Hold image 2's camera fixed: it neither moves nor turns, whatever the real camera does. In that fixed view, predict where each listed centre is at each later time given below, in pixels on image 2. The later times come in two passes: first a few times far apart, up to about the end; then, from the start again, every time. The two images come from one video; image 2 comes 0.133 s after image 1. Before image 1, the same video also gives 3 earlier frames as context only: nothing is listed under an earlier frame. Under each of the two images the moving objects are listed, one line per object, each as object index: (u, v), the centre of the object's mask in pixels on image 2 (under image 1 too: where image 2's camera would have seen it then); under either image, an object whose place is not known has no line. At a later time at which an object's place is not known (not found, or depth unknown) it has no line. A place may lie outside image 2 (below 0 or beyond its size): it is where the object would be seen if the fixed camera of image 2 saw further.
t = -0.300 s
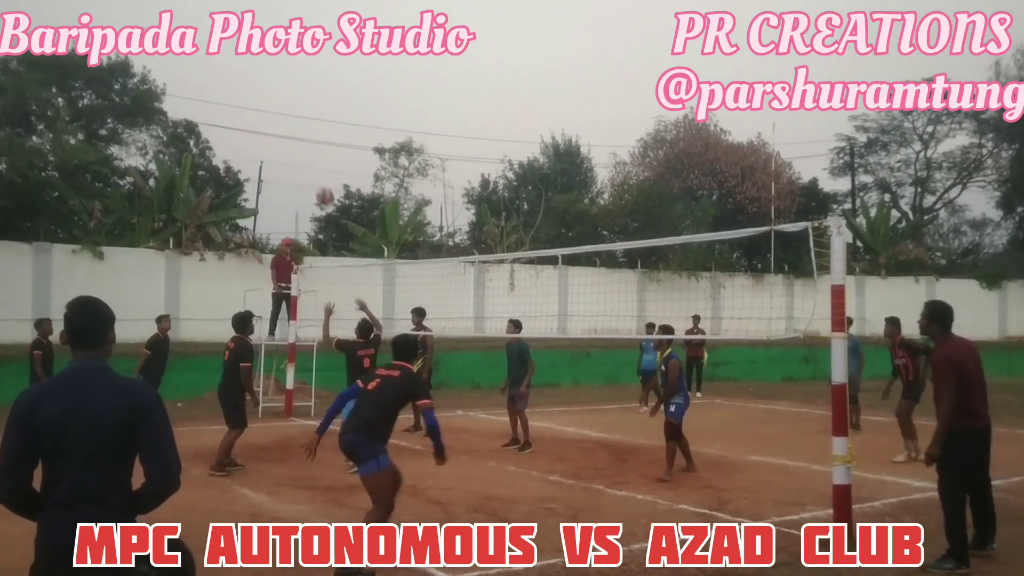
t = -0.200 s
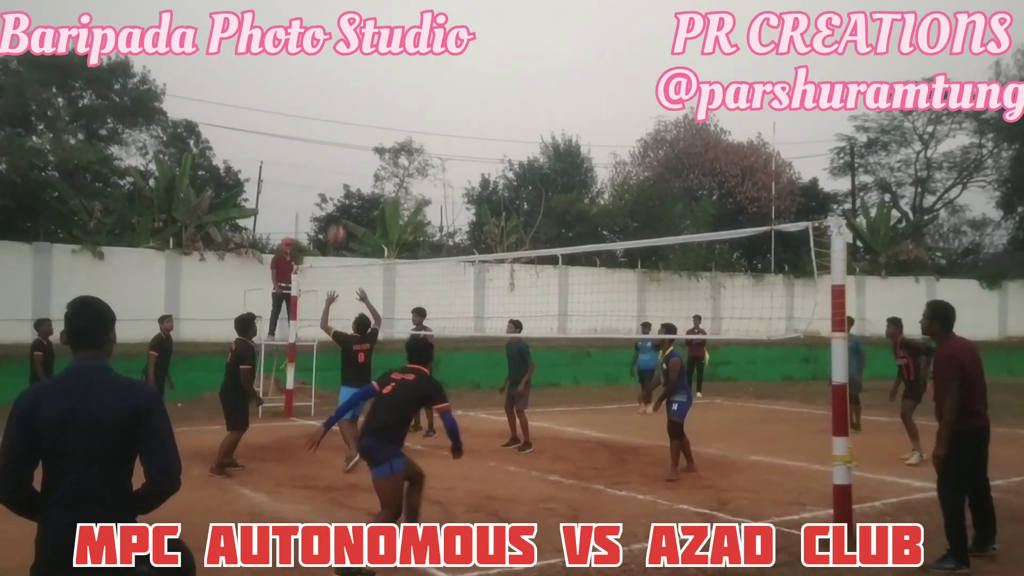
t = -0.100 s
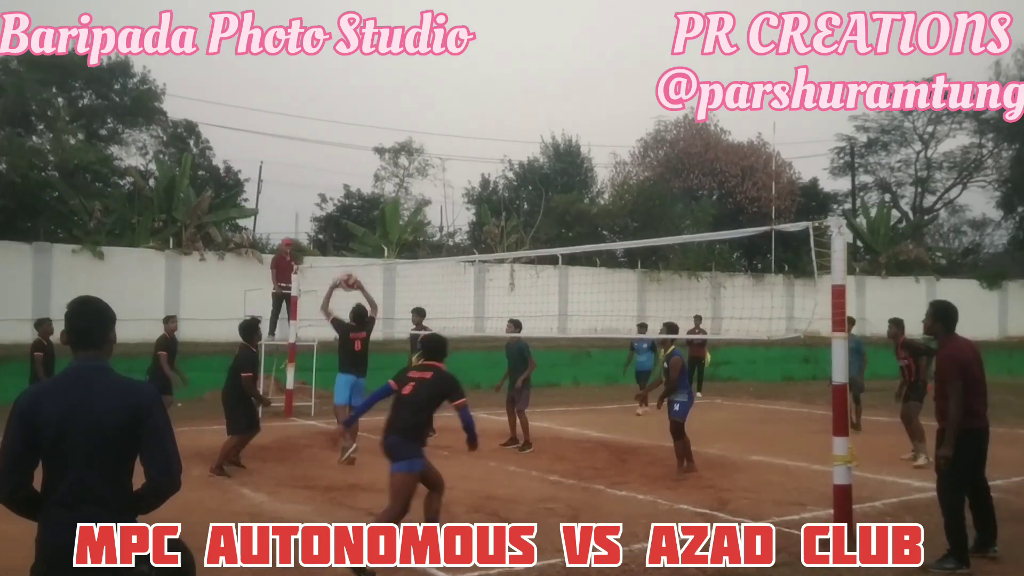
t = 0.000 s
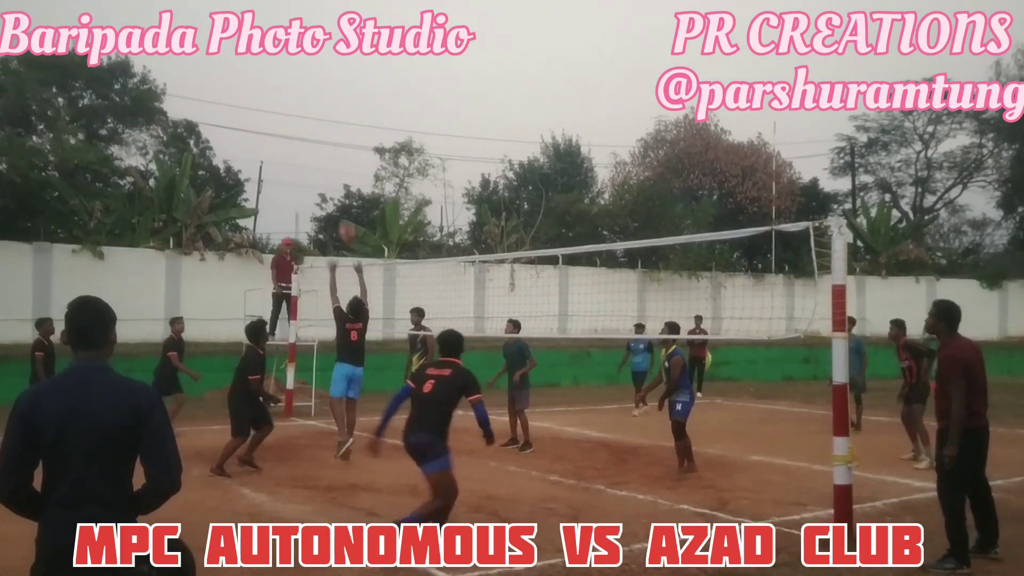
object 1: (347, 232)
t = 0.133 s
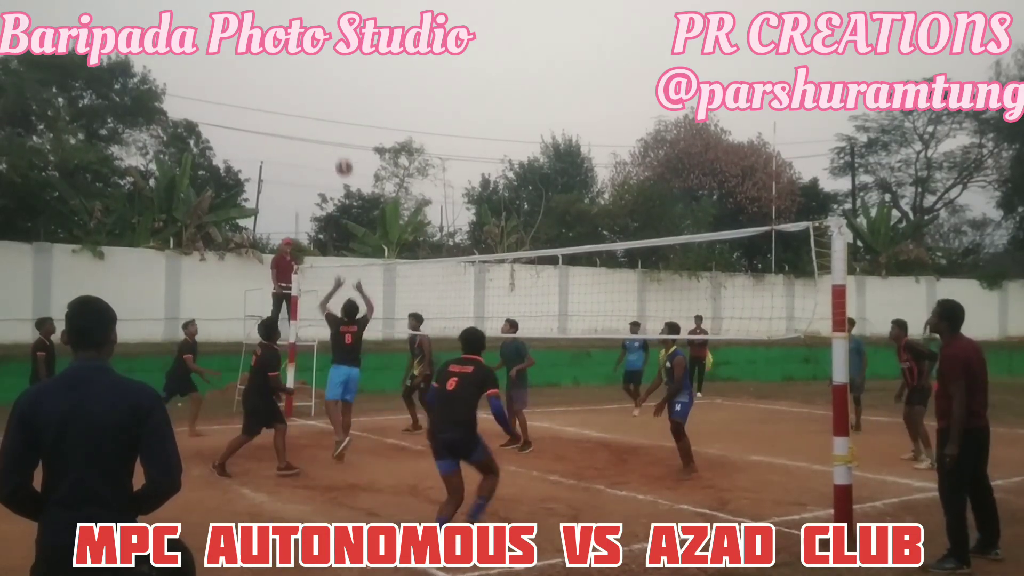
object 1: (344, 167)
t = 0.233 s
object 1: (342, 130)
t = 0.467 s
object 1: (336, 79)
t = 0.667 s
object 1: (331, 70)
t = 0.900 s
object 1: (325, 96)
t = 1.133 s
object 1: (319, 157)
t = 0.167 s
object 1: (343, 154)
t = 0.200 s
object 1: (343, 141)
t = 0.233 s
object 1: (342, 130)
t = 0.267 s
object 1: (341, 120)
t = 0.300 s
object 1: (341, 110)
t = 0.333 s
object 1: (340, 102)
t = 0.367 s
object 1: (339, 95)
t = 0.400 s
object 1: (338, 89)
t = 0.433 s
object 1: (337, 83)
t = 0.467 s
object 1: (336, 79)
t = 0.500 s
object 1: (336, 75)
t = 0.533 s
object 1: (335, 72)
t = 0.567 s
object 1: (334, 71)
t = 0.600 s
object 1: (333, 70)
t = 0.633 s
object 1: (332, 69)
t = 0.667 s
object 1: (331, 70)
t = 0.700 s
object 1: (330, 71)
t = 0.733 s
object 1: (330, 74)
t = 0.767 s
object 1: (329, 77)
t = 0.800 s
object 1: (328, 81)
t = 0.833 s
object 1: (327, 85)
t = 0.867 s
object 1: (326, 90)
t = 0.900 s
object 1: (325, 96)
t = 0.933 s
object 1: (324, 103)
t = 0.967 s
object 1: (323, 110)
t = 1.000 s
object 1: (322, 118)
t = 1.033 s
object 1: (321, 127)
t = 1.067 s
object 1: (320, 136)
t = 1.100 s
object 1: (320, 146)
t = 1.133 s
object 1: (319, 157)
